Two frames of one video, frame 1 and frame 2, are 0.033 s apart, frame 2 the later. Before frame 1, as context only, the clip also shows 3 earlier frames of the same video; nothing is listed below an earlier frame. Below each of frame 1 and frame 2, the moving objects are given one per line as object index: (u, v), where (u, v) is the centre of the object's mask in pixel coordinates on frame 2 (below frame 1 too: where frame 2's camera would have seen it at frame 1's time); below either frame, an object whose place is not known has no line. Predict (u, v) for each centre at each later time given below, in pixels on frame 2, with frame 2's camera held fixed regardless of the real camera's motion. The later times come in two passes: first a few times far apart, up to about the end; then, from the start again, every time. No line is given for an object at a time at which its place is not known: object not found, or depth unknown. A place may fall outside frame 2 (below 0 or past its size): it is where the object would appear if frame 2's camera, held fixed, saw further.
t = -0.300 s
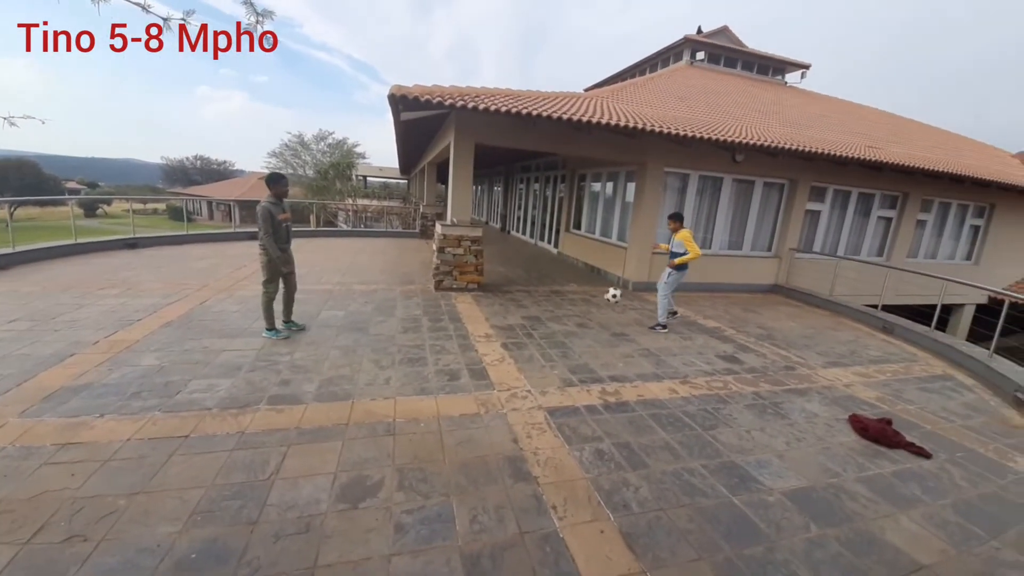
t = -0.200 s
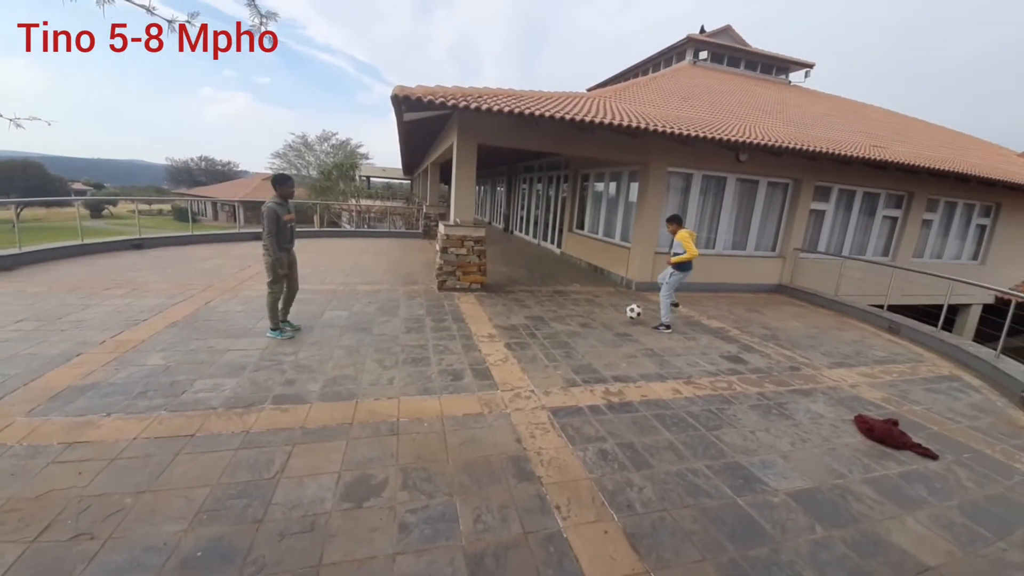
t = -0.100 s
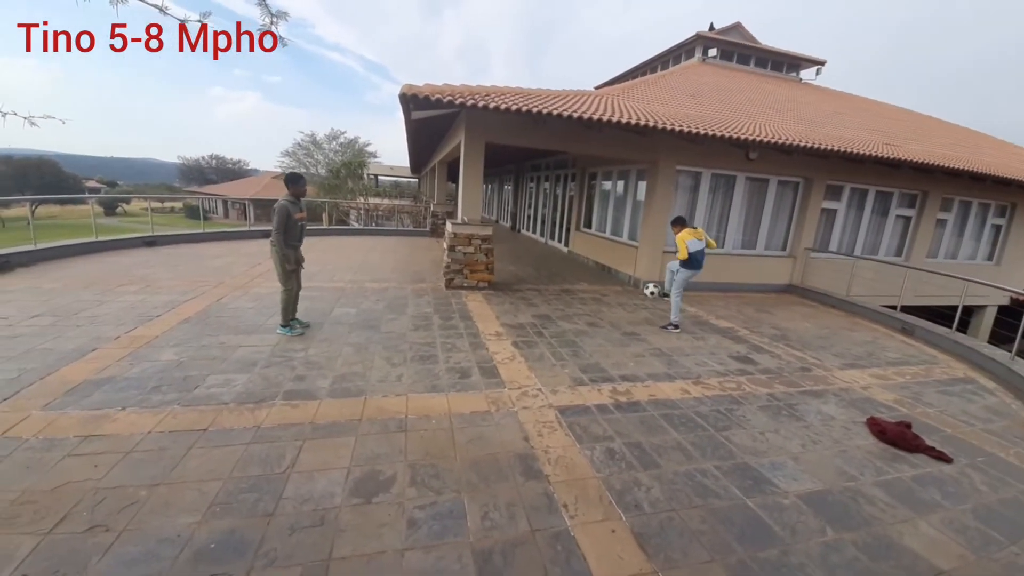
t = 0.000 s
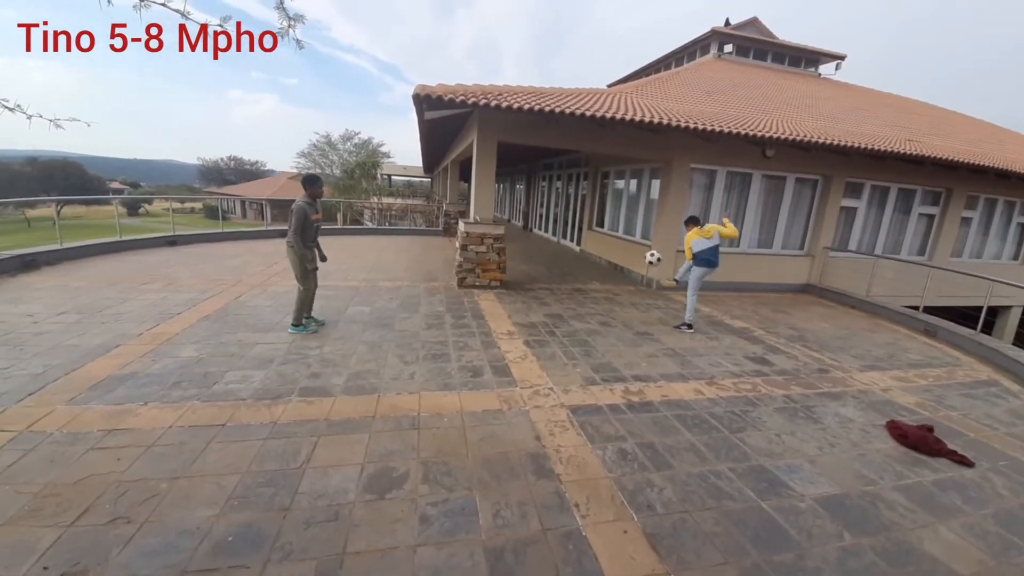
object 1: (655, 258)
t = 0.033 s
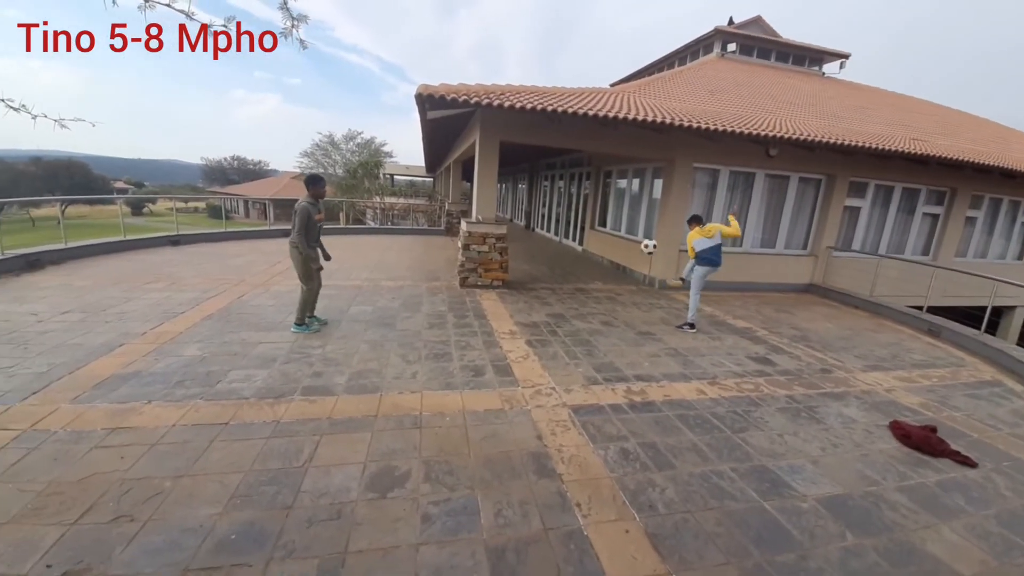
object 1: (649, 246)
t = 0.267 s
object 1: (593, 181)
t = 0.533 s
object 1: (527, 168)
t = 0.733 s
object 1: (475, 192)
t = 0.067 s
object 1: (642, 235)
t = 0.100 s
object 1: (629, 216)
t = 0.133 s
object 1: (623, 208)
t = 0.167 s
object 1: (615, 200)
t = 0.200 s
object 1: (608, 194)
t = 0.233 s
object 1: (601, 187)
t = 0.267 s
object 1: (593, 181)
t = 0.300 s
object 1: (585, 177)
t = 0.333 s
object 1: (577, 172)
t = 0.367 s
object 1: (568, 170)
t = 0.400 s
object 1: (560, 168)
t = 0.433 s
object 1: (551, 167)
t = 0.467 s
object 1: (543, 165)
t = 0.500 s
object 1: (534, 166)
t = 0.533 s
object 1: (527, 168)
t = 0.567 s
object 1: (518, 169)
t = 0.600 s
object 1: (510, 172)
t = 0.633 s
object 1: (501, 176)
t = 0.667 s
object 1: (492, 180)
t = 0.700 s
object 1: (483, 186)
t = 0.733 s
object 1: (475, 192)
